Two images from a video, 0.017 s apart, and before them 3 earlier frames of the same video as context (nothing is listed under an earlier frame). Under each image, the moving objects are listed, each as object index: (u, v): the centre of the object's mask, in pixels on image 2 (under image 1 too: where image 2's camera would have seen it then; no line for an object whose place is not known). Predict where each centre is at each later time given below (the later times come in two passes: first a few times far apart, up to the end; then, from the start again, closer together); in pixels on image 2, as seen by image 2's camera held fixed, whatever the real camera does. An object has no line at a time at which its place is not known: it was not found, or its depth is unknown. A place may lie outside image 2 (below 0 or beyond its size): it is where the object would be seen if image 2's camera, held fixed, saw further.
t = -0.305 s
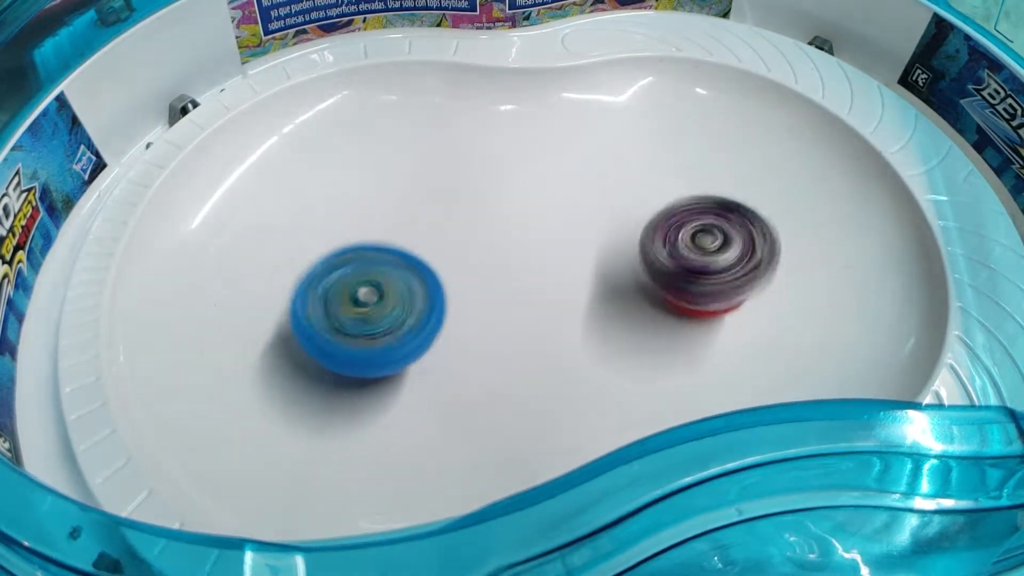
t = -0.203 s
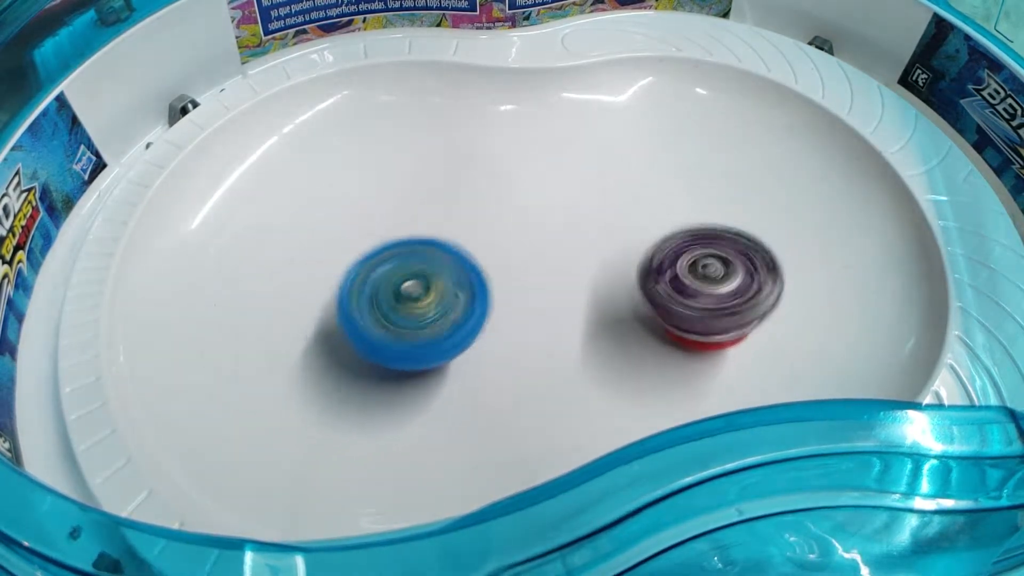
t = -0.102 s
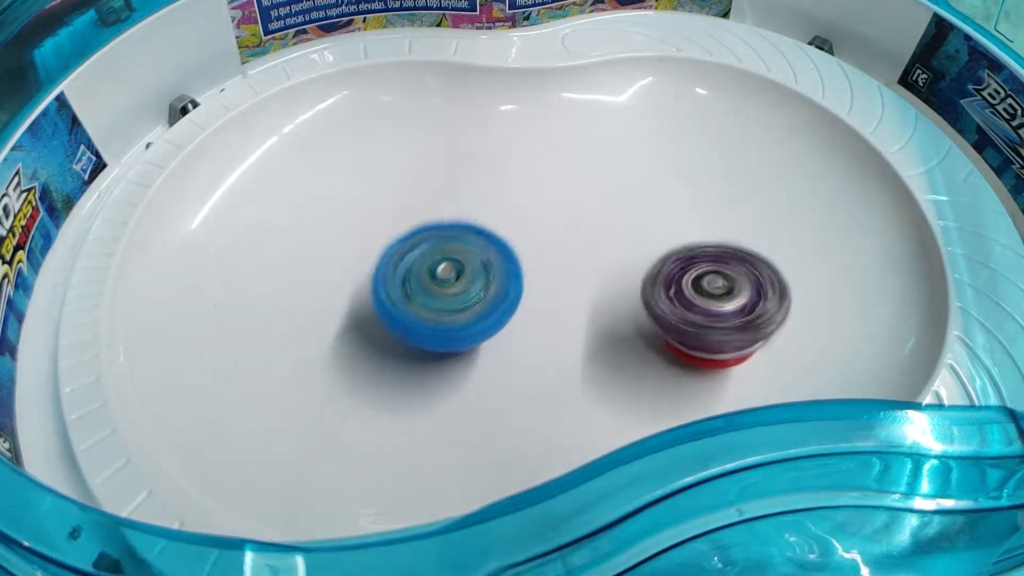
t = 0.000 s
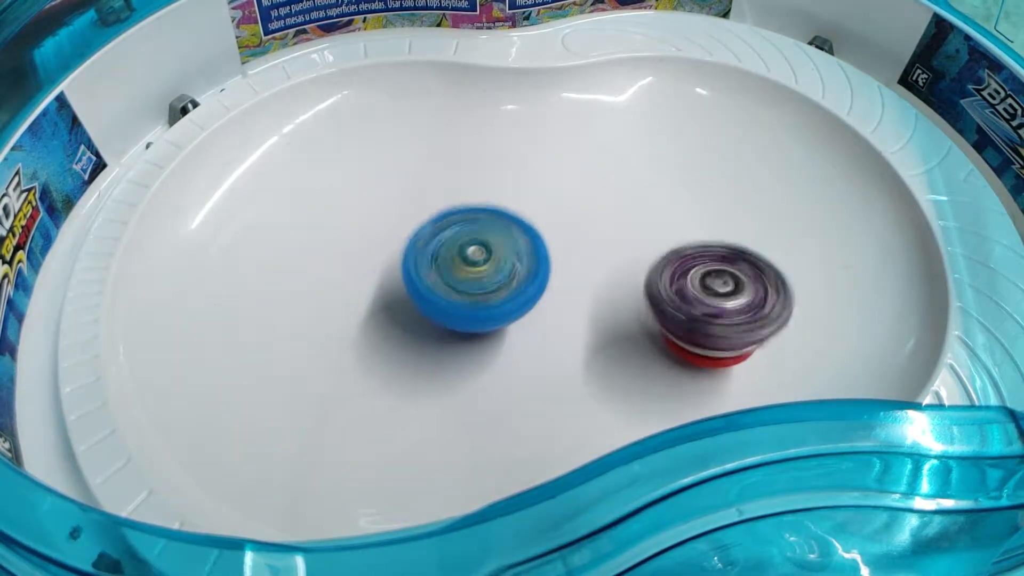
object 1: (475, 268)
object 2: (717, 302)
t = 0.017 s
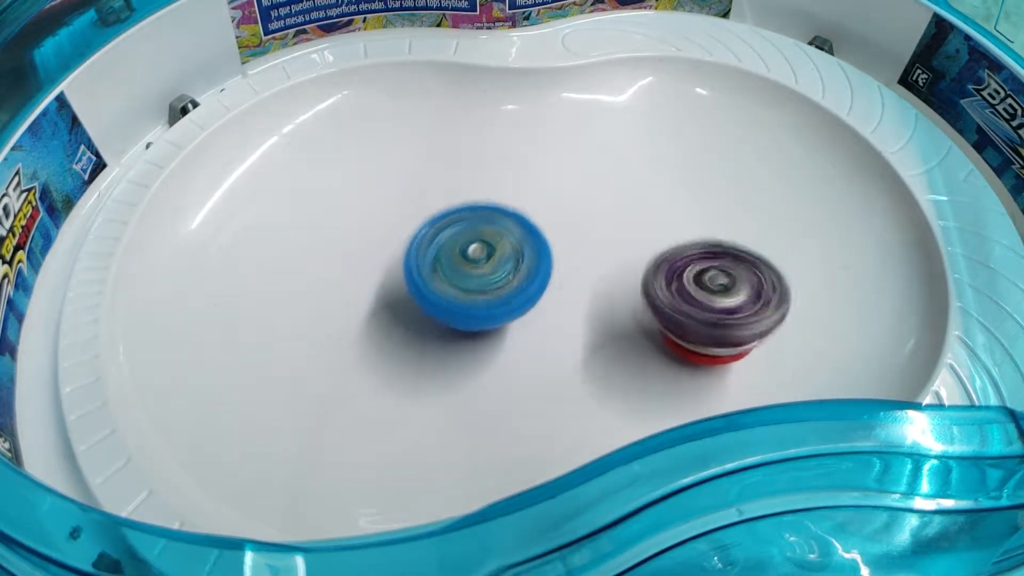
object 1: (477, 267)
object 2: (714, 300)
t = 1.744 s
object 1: (371, 243)
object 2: (652, 243)
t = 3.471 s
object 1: (450, 207)
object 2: (655, 212)
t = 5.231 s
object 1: (345, 371)
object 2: (539, 194)
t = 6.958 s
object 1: (371, 355)
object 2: (491, 184)
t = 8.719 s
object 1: (412, 274)
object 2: (607, 208)
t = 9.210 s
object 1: (377, 273)
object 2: (501, 254)
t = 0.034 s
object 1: (482, 263)
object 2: (715, 298)
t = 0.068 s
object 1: (488, 258)
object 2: (710, 292)
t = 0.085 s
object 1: (492, 257)
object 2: (708, 290)
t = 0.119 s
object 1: (498, 253)
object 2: (700, 282)
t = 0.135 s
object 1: (499, 252)
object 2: (694, 276)
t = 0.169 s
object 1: (504, 249)
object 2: (685, 267)
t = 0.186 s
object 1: (505, 247)
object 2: (679, 262)
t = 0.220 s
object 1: (508, 245)
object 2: (665, 250)
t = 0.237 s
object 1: (511, 245)
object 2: (657, 245)
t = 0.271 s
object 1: (501, 242)
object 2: (653, 233)
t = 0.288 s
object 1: (492, 241)
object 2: (655, 228)
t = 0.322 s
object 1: (478, 238)
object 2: (654, 219)
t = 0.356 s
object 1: (466, 235)
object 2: (654, 211)
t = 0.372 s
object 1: (458, 235)
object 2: (651, 206)
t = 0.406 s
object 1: (449, 234)
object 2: (647, 198)
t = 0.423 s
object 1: (445, 232)
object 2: (645, 194)
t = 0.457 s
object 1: (435, 232)
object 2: (640, 187)
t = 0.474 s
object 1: (432, 232)
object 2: (638, 185)
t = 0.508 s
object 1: (423, 232)
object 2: (630, 180)
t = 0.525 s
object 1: (418, 233)
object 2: (625, 178)
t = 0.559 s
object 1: (409, 234)
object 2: (617, 175)
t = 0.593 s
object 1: (398, 234)
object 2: (609, 174)
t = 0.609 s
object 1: (392, 236)
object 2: (603, 174)
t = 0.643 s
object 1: (382, 238)
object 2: (595, 176)
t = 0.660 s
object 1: (376, 239)
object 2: (590, 177)
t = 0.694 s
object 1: (368, 244)
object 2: (579, 182)
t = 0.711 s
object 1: (365, 246)
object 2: (575, 184)
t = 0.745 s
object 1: (358, 252)
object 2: (566, 190)
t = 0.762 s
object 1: (357, 255)
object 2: (561, 194)
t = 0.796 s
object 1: (354, 259)
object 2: (552, 202)
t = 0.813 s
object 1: (352, 263)
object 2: (546, 206)
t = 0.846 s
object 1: (351, 267)
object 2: (539, 215)
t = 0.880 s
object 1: (350, 269)
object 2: (533, 223)
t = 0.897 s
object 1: (349, 272)
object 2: (529, 227)
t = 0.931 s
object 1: (349, 276)
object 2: (524, 237)
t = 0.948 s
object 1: (348, 276)
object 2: (524, 240)
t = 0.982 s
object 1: (349, 281)
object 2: (519, 248)
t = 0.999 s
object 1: (351, 282)
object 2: (516, 253)
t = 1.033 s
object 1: (354, 286)
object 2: (511, 260)
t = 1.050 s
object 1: (357, 289)
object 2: (507, 265)
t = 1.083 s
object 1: (352, 290)
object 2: (511, 271)
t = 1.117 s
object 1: (345, 292)
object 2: (513, 277)
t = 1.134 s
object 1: (346, 294)
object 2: (514, 280)
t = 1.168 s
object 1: (345, 295)
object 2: (518, 285)
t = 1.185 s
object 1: (345, 298)
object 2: (519, 286)
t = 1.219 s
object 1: (349, 299)
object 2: (521, 290)
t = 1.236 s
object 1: (348, 299)
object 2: (524, 290)
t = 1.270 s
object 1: (353, 301)
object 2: (527, 292)
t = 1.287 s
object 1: (356, 299)
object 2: (529, 293)
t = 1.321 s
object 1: (361, 300)
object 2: (530, 291)
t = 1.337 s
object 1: (366, 299)
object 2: (529, 291)
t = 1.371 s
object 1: (372, 297)
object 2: (530, 290)
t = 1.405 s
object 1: (365, 293)
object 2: (545, 287)
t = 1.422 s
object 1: (361, 290)
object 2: (555, 287)
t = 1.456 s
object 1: (352, 285)
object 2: (576, 284)
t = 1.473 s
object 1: (350, 282)
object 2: (584, 281)
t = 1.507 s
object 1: (347, 276)
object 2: (598, 276)
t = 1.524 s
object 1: (348, 274)
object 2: (605, 273)
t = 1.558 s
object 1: (348, 269)
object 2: (617, 268)
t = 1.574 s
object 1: (350, 267)
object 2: (623, 266)
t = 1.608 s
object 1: (353, 262)
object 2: (631, 261)
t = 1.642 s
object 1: (356, 257)
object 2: (638, 256)
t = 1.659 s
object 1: (358, 255)
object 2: (642, 254)
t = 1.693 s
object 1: (363, 249)
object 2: (646, 249)
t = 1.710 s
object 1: (365, 247)
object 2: (648, 248)
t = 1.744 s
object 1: (371, 243)
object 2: (652, 243)
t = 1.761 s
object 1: (373, 242)
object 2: (652, 241)
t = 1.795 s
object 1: (379, 239)
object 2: (655, 236)
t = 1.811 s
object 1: (382, 237)
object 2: (655, 233)
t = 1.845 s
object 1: (389, 235)
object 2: (655, 229)
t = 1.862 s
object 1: (391, 233)
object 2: (656, 227)
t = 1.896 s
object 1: (397, 232)
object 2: (654, 224)
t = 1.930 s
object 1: (402, 230)
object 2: (652, 221)
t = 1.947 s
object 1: (404, 229)
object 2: (652, 219)
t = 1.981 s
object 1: (410, 227)
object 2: (650, 216)
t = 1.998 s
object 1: (412, 226)
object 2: (650, 215)
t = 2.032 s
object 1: (418, 227)
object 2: (646, 211)
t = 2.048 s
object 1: (421, 226)
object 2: (645, 211)
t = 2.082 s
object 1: (426, 228)
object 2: (640, 209)
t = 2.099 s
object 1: (428, 229)
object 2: (637, 208)
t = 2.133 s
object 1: (433, 232)
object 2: (632, 208)
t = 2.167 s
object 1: (438, 236)
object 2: (626, 207)
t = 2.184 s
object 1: (440, 237)
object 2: (621, 206)
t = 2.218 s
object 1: (446, 241)
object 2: (616, 207)
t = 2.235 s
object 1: (449, 243)
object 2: (612, 206)
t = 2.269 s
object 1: (456, 247)
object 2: (603, 208)
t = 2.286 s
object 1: (460, 249)
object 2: (601, 208)
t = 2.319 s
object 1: (465, 255)
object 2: (593, 210)
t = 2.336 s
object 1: (459, 259)
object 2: (598, 210)
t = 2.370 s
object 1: (440, 269)
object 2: (608, 208)
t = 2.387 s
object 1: (432, 274)
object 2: (612, 210)
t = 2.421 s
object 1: (412, 283)
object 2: (620, 210)
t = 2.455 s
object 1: (395, 291)
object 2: (626, 211)
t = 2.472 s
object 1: (387, 294)
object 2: (629, 213)
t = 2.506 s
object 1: (373, 301)
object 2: (635, 215)
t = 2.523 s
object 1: (367, 304)
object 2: (638, 217)
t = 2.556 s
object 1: (355, 310)
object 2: (644, 219)
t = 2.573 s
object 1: (350, 313)
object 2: (646, 222)
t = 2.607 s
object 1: (339, 319)
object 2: (654, 226)
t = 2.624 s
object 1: (336, 322)
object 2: (655, 227)
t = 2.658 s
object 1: (328, 327)
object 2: (661, 232)
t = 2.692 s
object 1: (322, 331)
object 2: (668, 236)
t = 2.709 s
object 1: (321, 332)
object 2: (669, 239)
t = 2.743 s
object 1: (319, 334)
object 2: (676, 244)
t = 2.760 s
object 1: (319, 335)
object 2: (677, 245)
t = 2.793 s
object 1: (321, 334)
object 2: (682, 250)
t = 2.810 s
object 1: (323, 334)
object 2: (685, 251)
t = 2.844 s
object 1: (328, 331)
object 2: (689, 255)
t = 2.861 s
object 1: (332, 329)
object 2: (692, 256)
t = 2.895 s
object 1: (339, 324)
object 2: (695, 258)
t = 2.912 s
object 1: (344, 321)
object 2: (699, 260)
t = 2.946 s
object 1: (351, 314)
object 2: (701, 261)
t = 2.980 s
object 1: (358, 307)
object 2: (704, 263)
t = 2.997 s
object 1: (364, 302)
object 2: (706, 264)
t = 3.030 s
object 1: (372, 294)
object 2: (706, 263)
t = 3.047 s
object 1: (377, 289)
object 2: (708, 264)
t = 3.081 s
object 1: (386, 281)
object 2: (707, 262)
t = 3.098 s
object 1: (392, 276)
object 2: (709, 262)
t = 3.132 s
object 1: (400, 267)
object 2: (708, 260)
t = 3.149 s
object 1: (405, 261)
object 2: (708, 259)
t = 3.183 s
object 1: (413, 250)
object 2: (706, 256)
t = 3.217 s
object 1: (421, 240)
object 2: (702, 252)
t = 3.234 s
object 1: (425, 233)
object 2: (702, 250)
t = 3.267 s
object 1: (432, 225)
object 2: (698, 246)
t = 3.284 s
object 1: (436, 220)
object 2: (696, 244)
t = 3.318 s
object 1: (440, 214)
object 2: (690, 238)
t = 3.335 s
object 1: (443, 210)
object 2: (687, 236)
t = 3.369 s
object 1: (445, 207)
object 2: (680, 229)
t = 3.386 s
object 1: (447, 205)
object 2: (676, 226)
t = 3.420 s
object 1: (448, 205)
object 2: (668, 220)
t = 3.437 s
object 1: (450, 205)
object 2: (663, 217)
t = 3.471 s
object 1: (450, 207)
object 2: (655, 212)
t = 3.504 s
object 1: (452, 212)
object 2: (645, 206)
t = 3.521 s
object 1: (453, 214)
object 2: (640, 204)
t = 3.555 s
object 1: (455, 221)
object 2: (628, 198)
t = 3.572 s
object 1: (456, 223)
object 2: (621, 197)
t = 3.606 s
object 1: (459, 231)
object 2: (609, 193)
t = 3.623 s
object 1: (461, 234)
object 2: (601, 191)
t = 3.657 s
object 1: (466, 241)
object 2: (588, 189)
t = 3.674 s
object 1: (461, 247)
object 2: (588, 186)
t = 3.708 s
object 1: (435, 263)
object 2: (600, 181)
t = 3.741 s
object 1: (412, 277)
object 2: (609, 177)
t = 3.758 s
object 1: (400, 283)
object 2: (614, 178)
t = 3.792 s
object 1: (379, 295)
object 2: (621, 177)
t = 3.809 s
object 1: (367, 302)
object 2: (625, 180)
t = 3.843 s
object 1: (351, 310)
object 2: (632, 181)
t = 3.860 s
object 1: (341, 316)
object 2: (635, 184)
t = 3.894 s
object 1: (329, 325)
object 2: (642, 188)
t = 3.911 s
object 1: (321, 330)
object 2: (646, 192)
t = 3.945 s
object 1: (312, 337)
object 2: (655, 196)
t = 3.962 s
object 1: (305, 341)
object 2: (660, 200)
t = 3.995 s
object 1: (300, 347)
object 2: (670, 205)
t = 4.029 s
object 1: (294, 350)
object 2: (682, 214)
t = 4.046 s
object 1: (295, 352)
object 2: (687, 218)
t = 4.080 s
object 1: (294, 353)
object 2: (699, 227)
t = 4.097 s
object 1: (298, 352)
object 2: (706, 231)
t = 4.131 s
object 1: (302, 350)
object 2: (718, 240)
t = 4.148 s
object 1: (308, 348)
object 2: (724, 244)
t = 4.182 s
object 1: (317, 343)
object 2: (735, 252)
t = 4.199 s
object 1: (325, 338)
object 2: (741, 256)
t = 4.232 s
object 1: (336, 330)
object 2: (752, 264)
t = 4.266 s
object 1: (351, 321)
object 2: (763, 271)
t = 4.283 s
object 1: (356, 314)
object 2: (767, 272)
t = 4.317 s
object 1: (369, 303)
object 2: (775, 276)
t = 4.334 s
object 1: (373, 296)
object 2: (778, 276)
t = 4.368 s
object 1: (386, 284)
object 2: (783, 278)
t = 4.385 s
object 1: (389, 277)
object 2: (783, 277)
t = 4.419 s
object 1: (401, 265)
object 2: (784, 276)
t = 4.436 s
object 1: (403, 257)
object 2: (782, 275)
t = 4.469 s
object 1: (414, 244)
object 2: (780, 273)
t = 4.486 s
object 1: (416, 237)
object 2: (776, 270)
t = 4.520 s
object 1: (427, 224)
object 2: (770, 268)
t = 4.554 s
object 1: (433, 213)
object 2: (761, 263)
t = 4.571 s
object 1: (437, 208)
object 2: (757, 262)
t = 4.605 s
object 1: (441, 199)
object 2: (746, 257)
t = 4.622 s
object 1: (445, 196)
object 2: (741, 256)
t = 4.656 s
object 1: (446, 190)
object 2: (729, 250)
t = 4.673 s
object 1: (449, 189)
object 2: (723, 248)
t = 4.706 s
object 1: (449, 188)
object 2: (708, 241)
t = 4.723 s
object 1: (451, 187)
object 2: (702, 239)
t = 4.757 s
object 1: (449, 190)
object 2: (686, 231)
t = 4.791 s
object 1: (451, 196)
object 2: (669, 223)
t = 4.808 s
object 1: (450, 200)
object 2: (663, 219)
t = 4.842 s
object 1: (452, 209)
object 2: (644, 211)
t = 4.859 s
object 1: (452, 213)
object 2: (638, 207)
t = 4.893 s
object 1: (456, 224)
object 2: (617, 199)
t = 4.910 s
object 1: (456, 230)
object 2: (610, 195)
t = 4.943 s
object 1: (462, 241)
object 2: (589, 187)
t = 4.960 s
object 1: (463, 247)
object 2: (581, 183)
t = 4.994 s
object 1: (464, 261)
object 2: (565, 177)
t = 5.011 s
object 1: (456, 274)
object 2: (564, 171)
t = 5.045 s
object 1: (440, 294)
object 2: (561, 164)
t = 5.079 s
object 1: (419, 316)
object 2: (557, 160)
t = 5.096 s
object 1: (412, 324)
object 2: (554, 161)
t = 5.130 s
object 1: (392, 341)
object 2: (550, 164)
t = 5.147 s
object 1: (383, 346)
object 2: (548, 168)
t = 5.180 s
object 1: (367, 358)
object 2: (544, 175)
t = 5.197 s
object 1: (359, 363)
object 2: (543, 182)
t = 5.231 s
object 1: (345, 371)
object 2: (539, 194)
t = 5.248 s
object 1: (338, 374)
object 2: (537, 201)
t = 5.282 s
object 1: (328, 378)
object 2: (534, 215)
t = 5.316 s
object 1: (318, 378)
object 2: (532, 231)
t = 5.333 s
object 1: (316, 378)
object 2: (531, 236)
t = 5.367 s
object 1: (309, 374)
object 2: (531, 250)
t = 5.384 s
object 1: (310, 371)
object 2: (531, 255)
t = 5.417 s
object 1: (309, 363)
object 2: (534, 268)
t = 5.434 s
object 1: (311, 356)
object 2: (535, 272)
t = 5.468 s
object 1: (315, 345)
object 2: (541, 282)
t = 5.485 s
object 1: (318, 338)
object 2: (542, 286)
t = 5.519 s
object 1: (325, 325)
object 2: (551, 293)
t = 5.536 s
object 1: (329, 317)
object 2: (553, 296)
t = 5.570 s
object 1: (339, 303)
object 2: (562, 300)
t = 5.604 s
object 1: (347, 286)
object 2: (569, 304)
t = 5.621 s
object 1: (353, 279)
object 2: (573, 304)
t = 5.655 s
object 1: (360, 263)
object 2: (578, 306)
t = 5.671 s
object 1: (365, 255)
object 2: (583, 306)
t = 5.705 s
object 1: (372, 240)
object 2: (588, 305)
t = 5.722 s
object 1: (377, 232)
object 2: (590, 303)
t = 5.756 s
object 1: (385, 219)
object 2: (593, 300)
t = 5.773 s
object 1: (389, 211)
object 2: (594, 297)
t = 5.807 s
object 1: (397, 198)
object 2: (595, 292)
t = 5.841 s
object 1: (405, 185)
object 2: (593, 285)
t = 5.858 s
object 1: (409, 181)
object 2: (592, 282)
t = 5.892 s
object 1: (416, 171)
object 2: (587, 275)
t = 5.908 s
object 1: (420, 167)
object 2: (585, 270)
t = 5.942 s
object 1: (424, 162)
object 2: (577, 262)
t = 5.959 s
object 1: (427, 160)
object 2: (574, 257)
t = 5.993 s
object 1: (431, 161)
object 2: (563, 249)
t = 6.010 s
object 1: (432, 160)
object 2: (560, 244)
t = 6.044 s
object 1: (436, 165)
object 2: (551, 236)
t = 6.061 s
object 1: (436, 166)
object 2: (548, 232)
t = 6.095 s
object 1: (424, 153)
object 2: (555, 246)
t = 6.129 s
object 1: (409, 142)
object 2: (565, 262)
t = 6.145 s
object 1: (402, 140)
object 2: (568, 267)
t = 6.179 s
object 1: (390, 139)
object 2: (577, 280)
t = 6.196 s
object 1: (383, 141)
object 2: (581, 285)
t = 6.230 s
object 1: (374, 146)
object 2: (586, 293)
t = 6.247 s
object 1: (371, 153)
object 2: (588, 296)
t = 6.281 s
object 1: (363, 166)
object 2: (592, 300)
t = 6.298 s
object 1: (361, 173)
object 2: (596, 302)
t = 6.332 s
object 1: (356, 191)
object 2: (601, 303)
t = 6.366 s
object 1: (353, 208)
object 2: (604, 302)
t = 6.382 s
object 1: (353, 217)
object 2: (605, 301)
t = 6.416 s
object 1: (351, 236)
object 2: (605, 298)
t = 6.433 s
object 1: (350, 245)
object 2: (607, 296)
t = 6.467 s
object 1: (351, 262)
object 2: (606, 292)
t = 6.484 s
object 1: (350, 271)
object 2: (603, 289)
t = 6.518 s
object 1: (351, 286)
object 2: (601, 282)
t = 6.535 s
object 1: (352, 296)
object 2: (599, 279)
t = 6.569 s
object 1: (350, 312)
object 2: (593, 270)
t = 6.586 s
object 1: (350, 318)
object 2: (590, 266)
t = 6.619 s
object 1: (350, 332)
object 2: (583, 256)
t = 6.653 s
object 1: (349, 342)
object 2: (575, 247)
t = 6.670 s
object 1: (351, 347)
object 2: (571, 242)
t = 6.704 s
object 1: (349, 357)
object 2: (564, 231)
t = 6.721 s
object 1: (348, 360)
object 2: (560, 227)
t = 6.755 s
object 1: (351, 366)
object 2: (551, 217)
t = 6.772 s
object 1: (350, 368)
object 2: (547, 211)
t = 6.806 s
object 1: (352, 369)
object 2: (538, 203)
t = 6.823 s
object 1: (355, 370)
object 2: (534, 198)
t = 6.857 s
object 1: (356, 369)
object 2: (524, 192)
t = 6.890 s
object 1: (362, 366)
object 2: (513, 187)
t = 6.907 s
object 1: (364, 366)
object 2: (507, 184)
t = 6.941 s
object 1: (367, 359)
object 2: (497, 184)
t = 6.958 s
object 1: (371, 355)
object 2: (491, 184)
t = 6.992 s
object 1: (378, 349)
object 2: (481, 187)
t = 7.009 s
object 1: (380, 344)
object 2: (475, 190)
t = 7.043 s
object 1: (390, 334)
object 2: (462, 197)
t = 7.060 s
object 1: (394, 329)
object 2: (459, 200)
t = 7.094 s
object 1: (398, 322)
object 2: (449, 208)
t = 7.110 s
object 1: (395, 322)
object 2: (449, 206)
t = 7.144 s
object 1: (393, 326)
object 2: (447, 204)
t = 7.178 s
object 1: (389, 324)
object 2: (447, 204)
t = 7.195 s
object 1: (391, 321)
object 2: (445, 204)
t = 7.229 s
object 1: (395, 319)
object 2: (444, 205)
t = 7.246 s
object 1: (393, 322)
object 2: (444, 205)
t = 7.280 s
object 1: (379, 337)
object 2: (456, 195)
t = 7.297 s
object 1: (372, 343)
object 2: (459, 191)
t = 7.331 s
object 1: (355, 354)
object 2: (469, 187)
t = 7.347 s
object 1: (351, 358)
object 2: (470, 187)
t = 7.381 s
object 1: (345, 360)
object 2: (471, 192)
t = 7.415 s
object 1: (338, 360)
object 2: (476, 197)
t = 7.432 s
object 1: (335, 360)
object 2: (477, 202)
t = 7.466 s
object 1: (335, 355)
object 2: (478, 211)
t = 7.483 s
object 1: (334, 354)
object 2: (482, 215)
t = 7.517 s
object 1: (334, 349)
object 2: (486, 227)
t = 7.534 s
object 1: (335, 345)
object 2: (487, 233)
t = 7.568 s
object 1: (341, 338)
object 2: (493, 243)
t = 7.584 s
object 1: (343, 335)
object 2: (494, 250)
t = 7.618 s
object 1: (349, 326)
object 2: (495, 263)
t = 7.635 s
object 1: (354, 321)
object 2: (497, 269)
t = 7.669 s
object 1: (344, 311)
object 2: (516, 282)
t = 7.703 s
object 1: (323, 304)
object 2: (549, 294)
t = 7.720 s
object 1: (312, 297)
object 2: (565, 297)
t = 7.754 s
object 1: (300, 277)
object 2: (591, 305)
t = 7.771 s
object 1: (302, 267)
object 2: (603, 308)
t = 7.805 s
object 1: (303, 260)
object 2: (623, 312)
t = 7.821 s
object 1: (304, 256)
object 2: (633, 312)
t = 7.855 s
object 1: (311, 246)
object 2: (649, 312)
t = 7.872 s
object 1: (317, 243)
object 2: (658, 310)
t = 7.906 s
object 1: (332, 241)
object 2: (665, 307)
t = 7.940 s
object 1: (346, 244)
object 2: (675, 300)
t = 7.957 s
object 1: (352, 245)
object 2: (678, 295)
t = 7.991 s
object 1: (364, 249)
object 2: (680, 288)
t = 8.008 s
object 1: (371, 250)
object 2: (679, 282)
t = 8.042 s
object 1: (384, 255)
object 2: (681, 271)
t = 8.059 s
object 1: (389, 258)
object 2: (678, 266)
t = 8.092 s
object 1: (397, 265)
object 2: (674, 257)
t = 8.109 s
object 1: (400, 268)
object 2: (670, 251)
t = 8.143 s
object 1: (405, 274)
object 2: (666, 242)
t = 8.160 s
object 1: (407, 278)
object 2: (661, 236)
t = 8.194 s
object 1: (407, 285)
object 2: (654, 226)
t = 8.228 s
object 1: (405, 292)
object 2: (648, 216)
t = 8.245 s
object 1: (404, 295)
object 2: (646, 211)
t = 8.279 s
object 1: (401, 301)
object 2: (641, 202)
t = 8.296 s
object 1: (398, 304)
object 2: (638, 196)
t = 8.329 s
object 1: (391, 306)
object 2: (635, 188)
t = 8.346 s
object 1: (387, 307)
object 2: (635, 184)
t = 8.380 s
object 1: (380, 307)
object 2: (630, 178)
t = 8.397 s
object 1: (380, 306)
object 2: (628, 175)
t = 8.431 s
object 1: (376, 302)
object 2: (627, 171)
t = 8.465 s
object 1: (376, 299)
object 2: (625, 170)
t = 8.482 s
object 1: (376, 297)
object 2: (624, 170)
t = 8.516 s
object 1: (377, 292)
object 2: (621, 170)
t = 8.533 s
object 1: (378, 291)
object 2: (621, 170)
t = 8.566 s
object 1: (380, 287)
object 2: (619, 176)
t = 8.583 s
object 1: (381, 284)
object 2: (618, 178)
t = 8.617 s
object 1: (388, 279)
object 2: (616, 183)
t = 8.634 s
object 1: (392, 276)
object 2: (616, 187)
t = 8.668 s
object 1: (402, 274)
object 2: (614, 195)
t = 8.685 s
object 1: (405, 274)
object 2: (612, 200)
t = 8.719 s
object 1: (412, 274)
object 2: (607, 208)
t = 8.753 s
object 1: (417, 273)
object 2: (604, 216)
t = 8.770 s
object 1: (420, 274)
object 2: (602, 221)
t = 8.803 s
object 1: (425, 277)
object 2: (593, 230)
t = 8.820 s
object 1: (427, 277)
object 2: (591, 233)
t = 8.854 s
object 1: (431, 280)
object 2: (583, 241)
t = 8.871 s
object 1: (432, 281)
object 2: (579, 244)
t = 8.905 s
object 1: (432, 285)
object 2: (569, 249)
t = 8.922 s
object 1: (427, 290)
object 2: (571, 250)
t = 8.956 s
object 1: (415, 299)
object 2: (568, 253)
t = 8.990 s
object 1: (403, 300)
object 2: (562, 256)
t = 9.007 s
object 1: (397, 299)
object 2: (556, 257)
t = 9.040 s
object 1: (389, 299)
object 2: (549, 259)
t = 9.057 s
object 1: (384, 297)
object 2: (544, 259)
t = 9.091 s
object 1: (378, 291)
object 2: (538, 259)
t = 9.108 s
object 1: (378, 286)
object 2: (531, 259)
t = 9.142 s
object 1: (375, 282)
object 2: (522, 258)
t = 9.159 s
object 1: (377, 279)
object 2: (517, 257)
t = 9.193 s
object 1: (377, 275)
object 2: (507, 255)
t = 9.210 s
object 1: (377, 273)
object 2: (501, 254)
